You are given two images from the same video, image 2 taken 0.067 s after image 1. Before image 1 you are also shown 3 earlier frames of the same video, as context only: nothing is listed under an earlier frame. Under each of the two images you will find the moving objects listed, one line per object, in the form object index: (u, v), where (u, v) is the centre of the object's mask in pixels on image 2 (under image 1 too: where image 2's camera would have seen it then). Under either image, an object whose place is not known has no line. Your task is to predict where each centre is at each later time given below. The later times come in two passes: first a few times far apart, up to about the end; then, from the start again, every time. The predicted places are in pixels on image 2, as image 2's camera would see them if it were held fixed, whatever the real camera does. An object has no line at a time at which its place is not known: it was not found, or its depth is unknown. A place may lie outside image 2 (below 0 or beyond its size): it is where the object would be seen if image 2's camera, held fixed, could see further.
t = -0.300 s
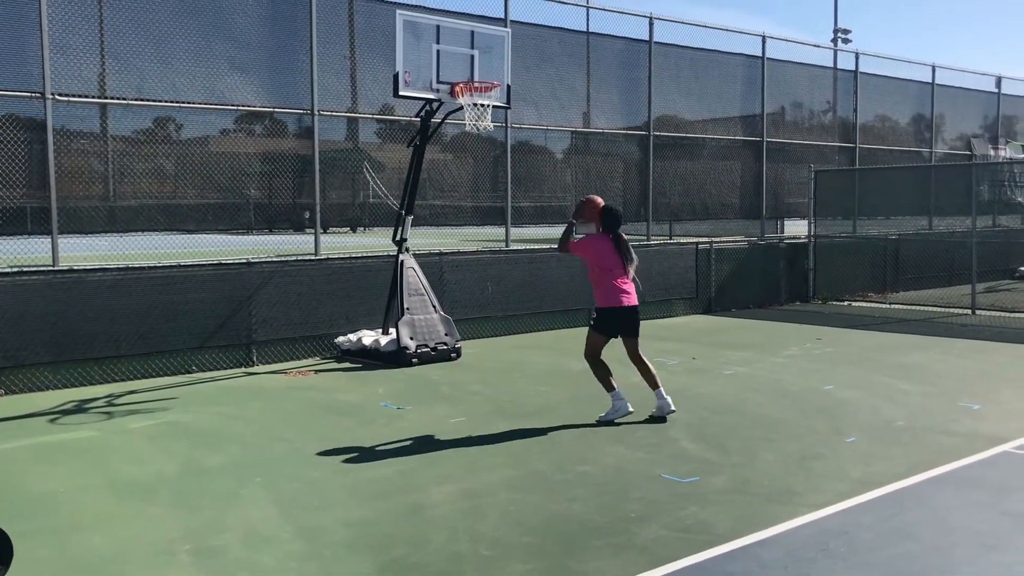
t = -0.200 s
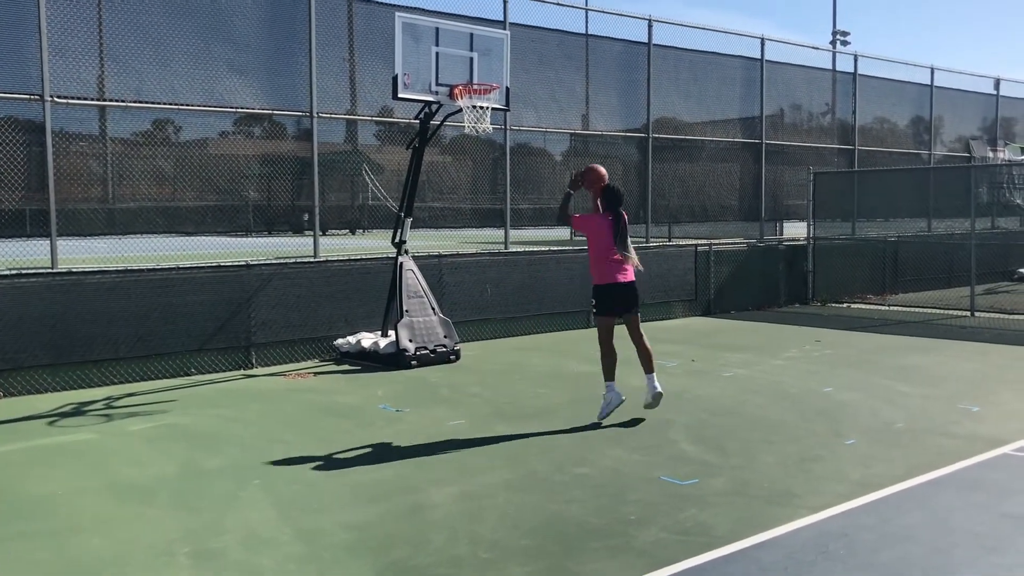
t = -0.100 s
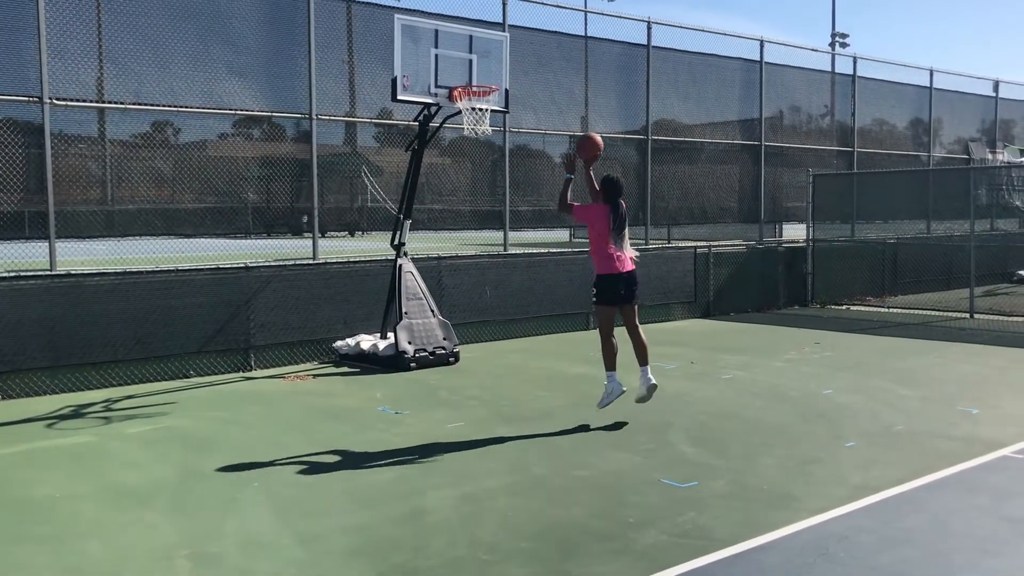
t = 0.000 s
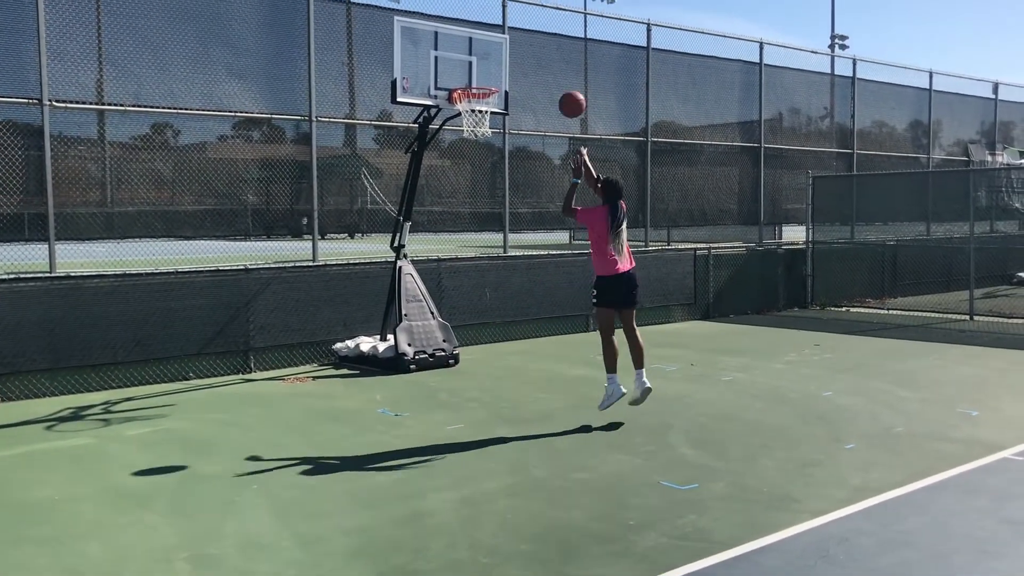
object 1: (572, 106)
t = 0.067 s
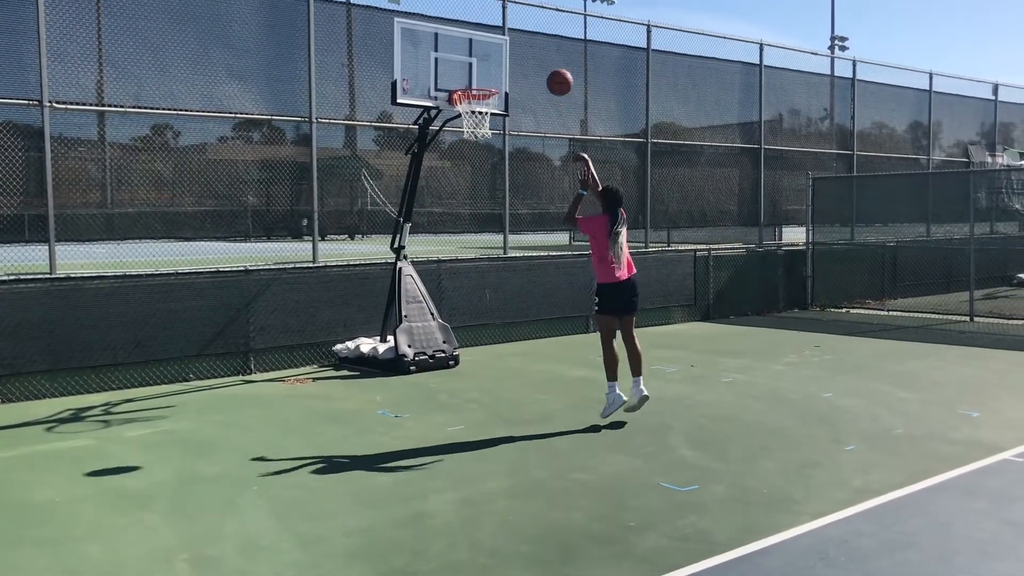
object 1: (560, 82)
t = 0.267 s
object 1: (526, 46)
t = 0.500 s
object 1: (493, 57)
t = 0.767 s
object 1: (475, 104)
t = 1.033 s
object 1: (478, 112)
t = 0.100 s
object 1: (554, 73)
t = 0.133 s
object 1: (548, 65)
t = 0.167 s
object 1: (542, 58)
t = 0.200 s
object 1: (537, 53)
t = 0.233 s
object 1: (532, 49)
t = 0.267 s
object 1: (526, 46)
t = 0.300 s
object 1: (521, 44)
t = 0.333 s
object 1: (516, 43)
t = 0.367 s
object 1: (511, 44)
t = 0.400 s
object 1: (507, 46)
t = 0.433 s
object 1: (502, 48)
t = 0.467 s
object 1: (497, 52)
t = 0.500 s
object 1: (493, 57)
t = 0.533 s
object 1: (488, 63)
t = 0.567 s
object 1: (484, 70)
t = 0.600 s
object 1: (480, 77)
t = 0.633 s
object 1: (476, 83)
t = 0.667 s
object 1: (474, 92)
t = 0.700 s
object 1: (475, 96)
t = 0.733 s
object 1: (474, 101)
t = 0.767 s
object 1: (475, 104)
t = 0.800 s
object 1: (476, 103)
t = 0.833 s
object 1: (477, 102)
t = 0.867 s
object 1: (478, 103)
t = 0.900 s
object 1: (478, 102)
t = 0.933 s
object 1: (479, 103)
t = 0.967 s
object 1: (479, 104)
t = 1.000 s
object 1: (478, 108)
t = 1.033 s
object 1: (478, 112)
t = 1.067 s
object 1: (478, 116)
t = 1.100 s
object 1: (478, 119)
